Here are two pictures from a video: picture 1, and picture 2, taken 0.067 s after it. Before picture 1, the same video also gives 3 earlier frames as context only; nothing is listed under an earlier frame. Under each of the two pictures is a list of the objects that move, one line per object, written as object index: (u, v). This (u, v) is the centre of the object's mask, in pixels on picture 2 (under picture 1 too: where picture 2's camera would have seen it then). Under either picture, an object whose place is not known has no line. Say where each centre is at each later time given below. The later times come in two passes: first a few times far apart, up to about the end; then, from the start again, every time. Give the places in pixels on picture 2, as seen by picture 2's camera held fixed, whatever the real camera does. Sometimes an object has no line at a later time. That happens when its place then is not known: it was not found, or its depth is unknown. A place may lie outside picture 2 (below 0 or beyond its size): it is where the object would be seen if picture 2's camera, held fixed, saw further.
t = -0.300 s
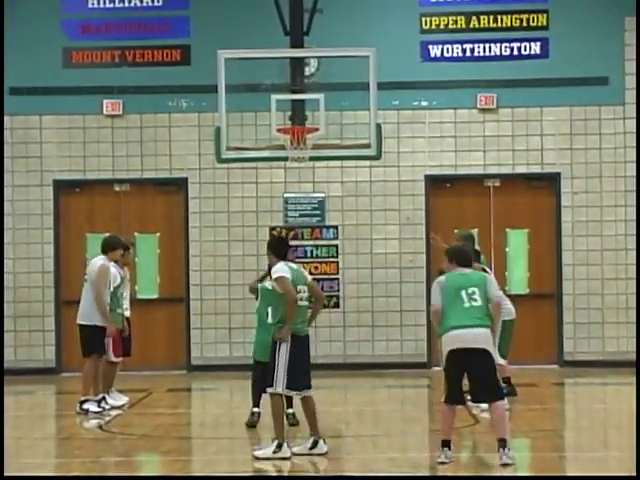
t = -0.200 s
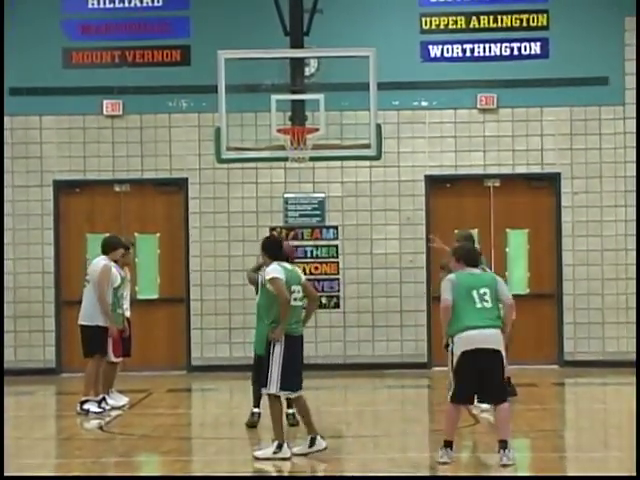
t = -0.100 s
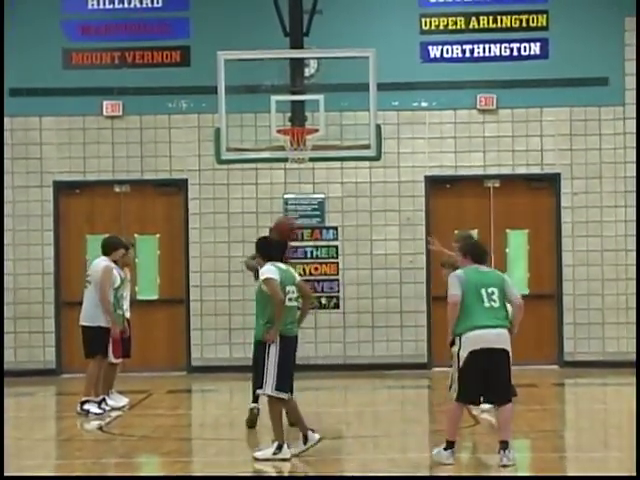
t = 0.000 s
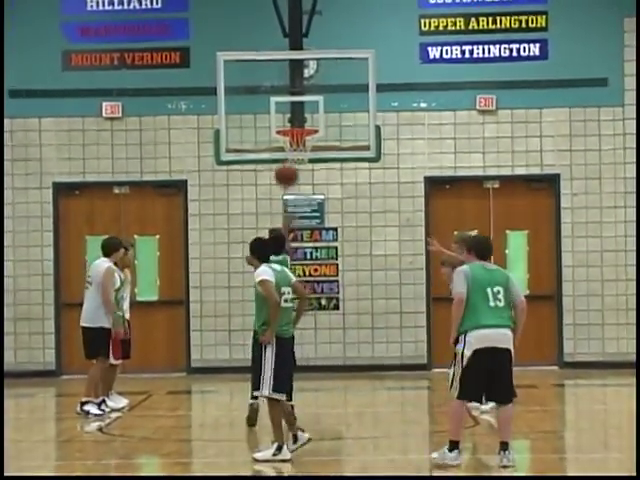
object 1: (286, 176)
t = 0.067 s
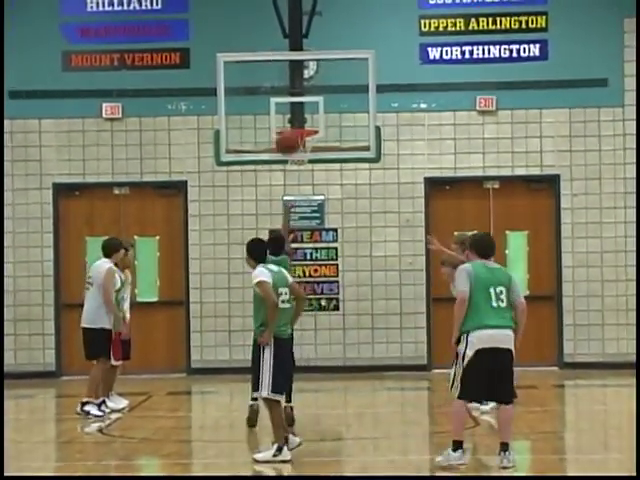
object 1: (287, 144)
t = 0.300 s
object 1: (290, 67)
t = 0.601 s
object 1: (293, 50)
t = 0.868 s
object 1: (298, 100)
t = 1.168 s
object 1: (296, 167)
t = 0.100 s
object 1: (285, 128)
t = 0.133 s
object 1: (286, 115)
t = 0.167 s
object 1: (287, 101)
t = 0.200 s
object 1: (288, 91)
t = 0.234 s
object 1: (288, 82)
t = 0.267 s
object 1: (289, 74)
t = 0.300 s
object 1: (290, 67)
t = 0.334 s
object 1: (290, 61)
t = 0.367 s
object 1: (291, 56)
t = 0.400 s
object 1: (291, 51)
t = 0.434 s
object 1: (291, 49)
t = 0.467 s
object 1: (291, 47)
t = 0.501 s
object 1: (292, 46)
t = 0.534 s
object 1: (292, 46)
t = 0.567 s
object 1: (293, 48)
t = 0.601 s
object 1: (293, 50)
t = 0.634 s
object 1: (294, 53)
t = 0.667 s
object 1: (295, 58)
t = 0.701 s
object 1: (295, 63)
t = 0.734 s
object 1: (295, 69)
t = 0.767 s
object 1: (296, 75)
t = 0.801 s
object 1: (296, 84)
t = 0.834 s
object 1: (298, 92)
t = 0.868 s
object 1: (298, 100)
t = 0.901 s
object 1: (298, 114)
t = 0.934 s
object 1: (298, 121)
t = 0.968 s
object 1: (300, 142)
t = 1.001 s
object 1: (299, 146)
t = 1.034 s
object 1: (298, 150)
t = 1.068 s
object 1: (298, 154)
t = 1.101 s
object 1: (297, 153)
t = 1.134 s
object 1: (297, 161)
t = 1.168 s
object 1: (296, 167)
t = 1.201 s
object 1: (295, 175)
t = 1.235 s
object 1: (294, 183)
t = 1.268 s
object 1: (293, 192)
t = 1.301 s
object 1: (292, 203)
